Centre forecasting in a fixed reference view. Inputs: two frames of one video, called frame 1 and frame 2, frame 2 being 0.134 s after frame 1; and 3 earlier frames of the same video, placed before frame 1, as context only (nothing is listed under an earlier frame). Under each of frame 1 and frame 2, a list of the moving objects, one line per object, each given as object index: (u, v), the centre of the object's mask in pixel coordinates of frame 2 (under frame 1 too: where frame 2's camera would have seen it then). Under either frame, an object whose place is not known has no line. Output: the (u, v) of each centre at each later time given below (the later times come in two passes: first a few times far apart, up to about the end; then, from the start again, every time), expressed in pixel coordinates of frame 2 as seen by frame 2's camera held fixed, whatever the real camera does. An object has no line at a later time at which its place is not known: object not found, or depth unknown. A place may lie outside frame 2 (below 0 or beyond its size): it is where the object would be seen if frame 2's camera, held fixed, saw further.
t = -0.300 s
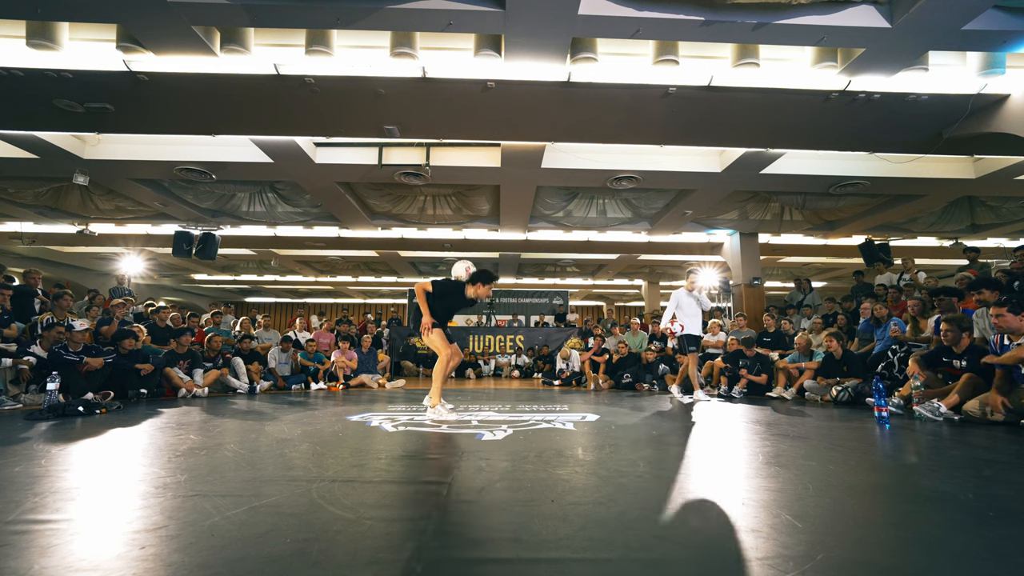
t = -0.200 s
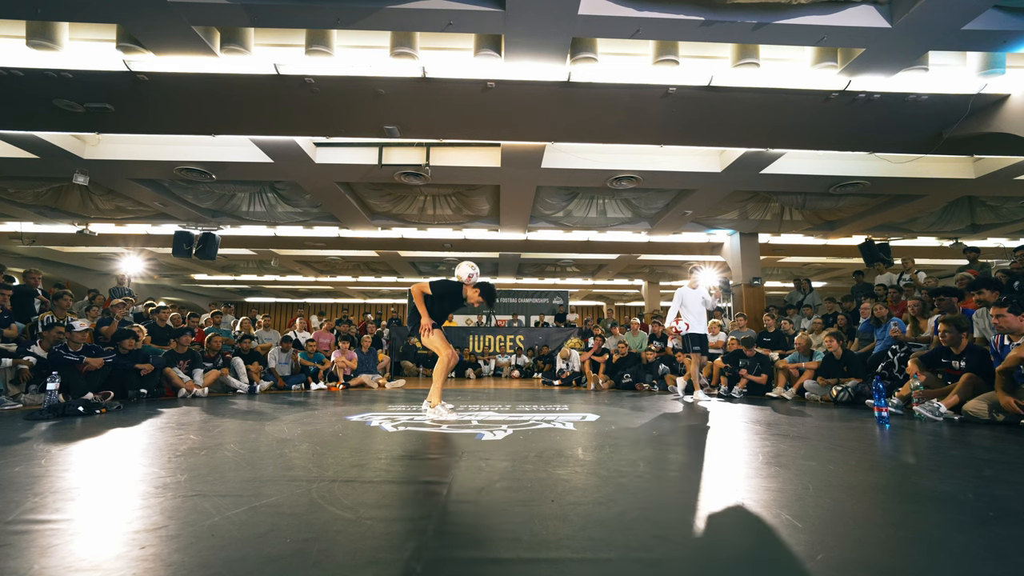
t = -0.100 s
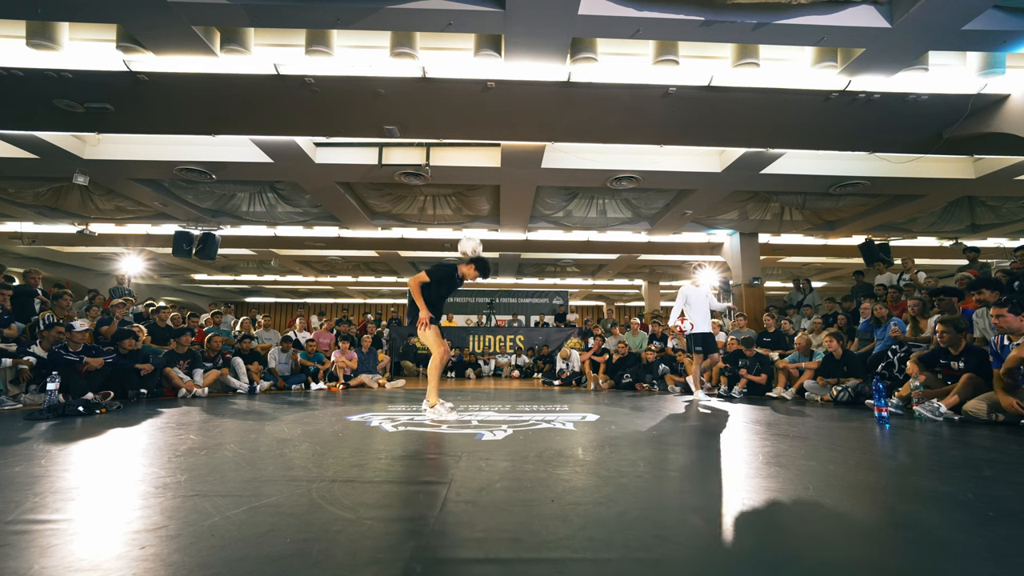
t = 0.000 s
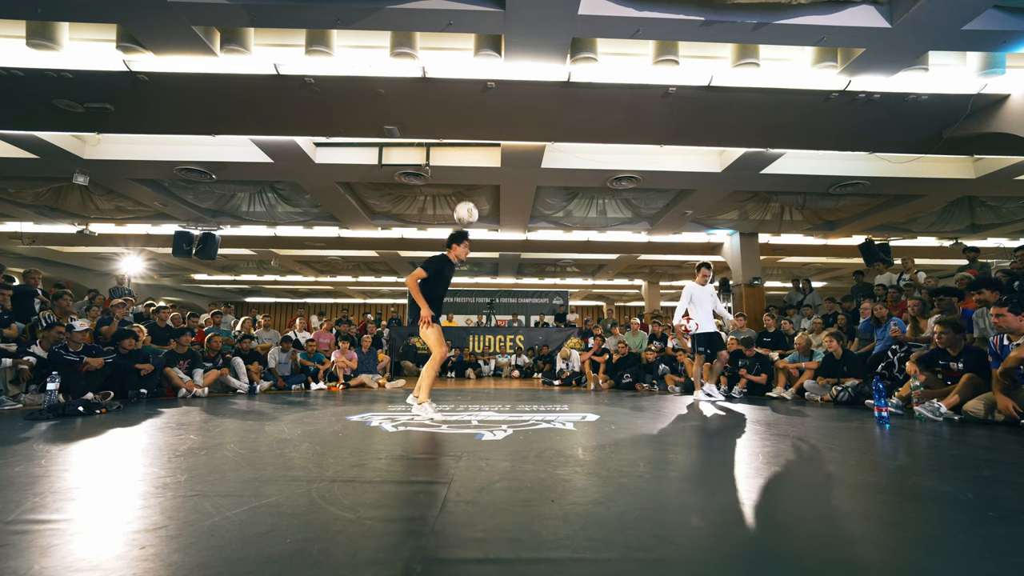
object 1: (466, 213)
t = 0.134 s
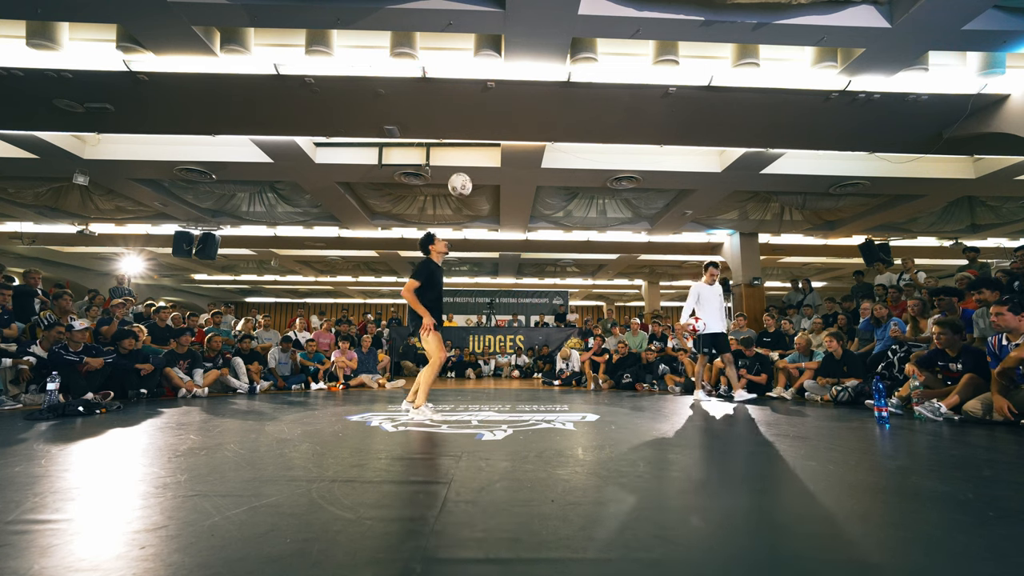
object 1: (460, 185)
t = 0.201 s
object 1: (457, 177)
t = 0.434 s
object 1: (445, 186)
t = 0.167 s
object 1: (458, 180)
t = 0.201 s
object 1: (457, 177)
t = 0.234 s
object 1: (455, 175)
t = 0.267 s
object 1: (453, 175)
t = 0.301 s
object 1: (452, 174)
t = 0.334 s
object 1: (450, 175)
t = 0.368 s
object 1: (448, 178)
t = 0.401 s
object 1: (447, 181)
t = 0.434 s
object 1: (445, 186)
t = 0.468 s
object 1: (443, 191)
